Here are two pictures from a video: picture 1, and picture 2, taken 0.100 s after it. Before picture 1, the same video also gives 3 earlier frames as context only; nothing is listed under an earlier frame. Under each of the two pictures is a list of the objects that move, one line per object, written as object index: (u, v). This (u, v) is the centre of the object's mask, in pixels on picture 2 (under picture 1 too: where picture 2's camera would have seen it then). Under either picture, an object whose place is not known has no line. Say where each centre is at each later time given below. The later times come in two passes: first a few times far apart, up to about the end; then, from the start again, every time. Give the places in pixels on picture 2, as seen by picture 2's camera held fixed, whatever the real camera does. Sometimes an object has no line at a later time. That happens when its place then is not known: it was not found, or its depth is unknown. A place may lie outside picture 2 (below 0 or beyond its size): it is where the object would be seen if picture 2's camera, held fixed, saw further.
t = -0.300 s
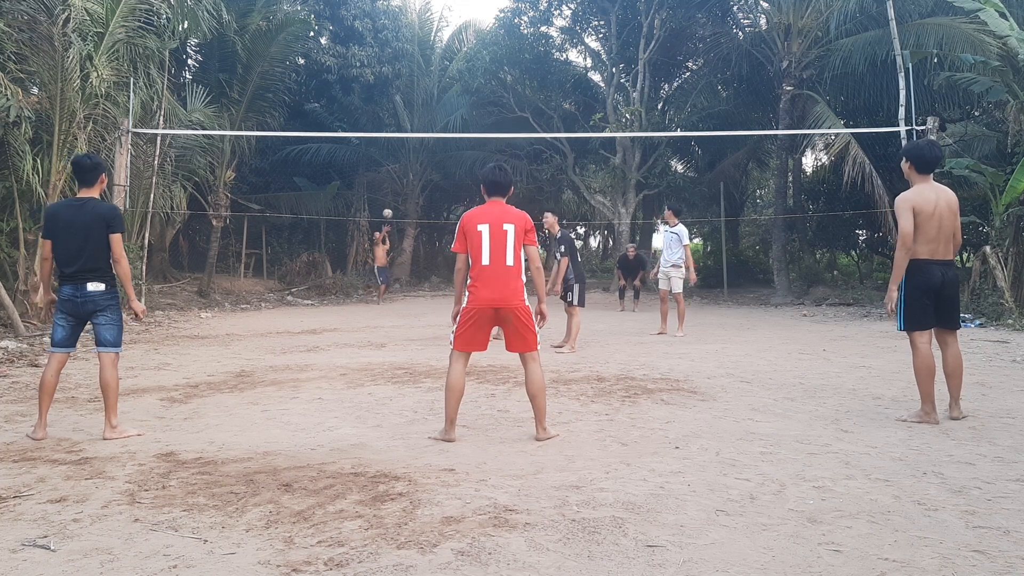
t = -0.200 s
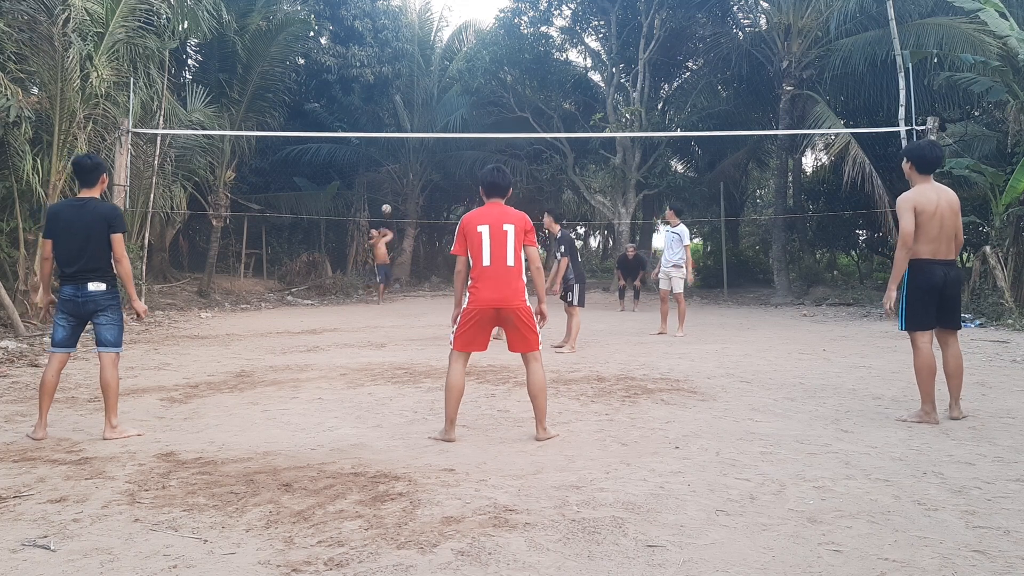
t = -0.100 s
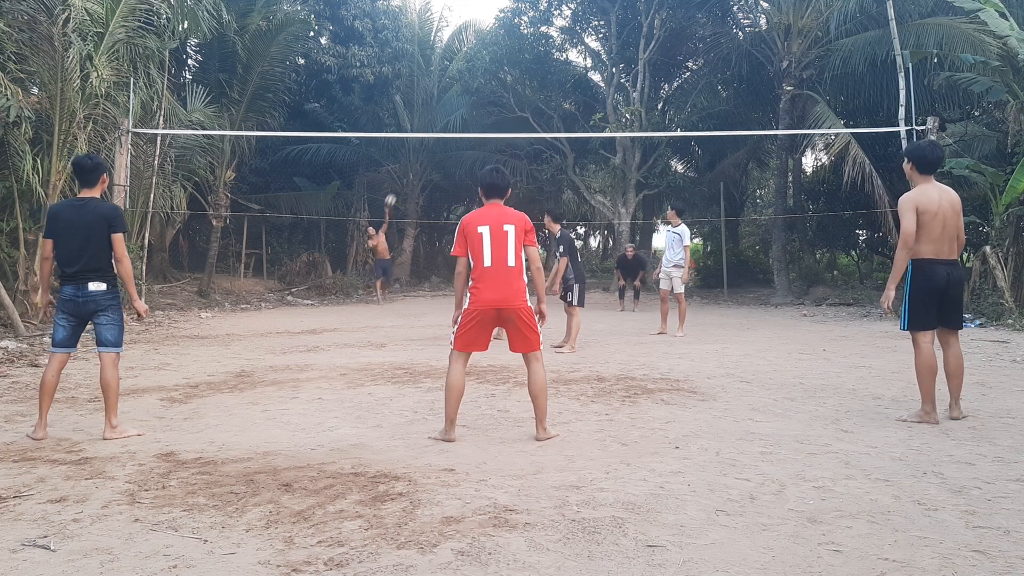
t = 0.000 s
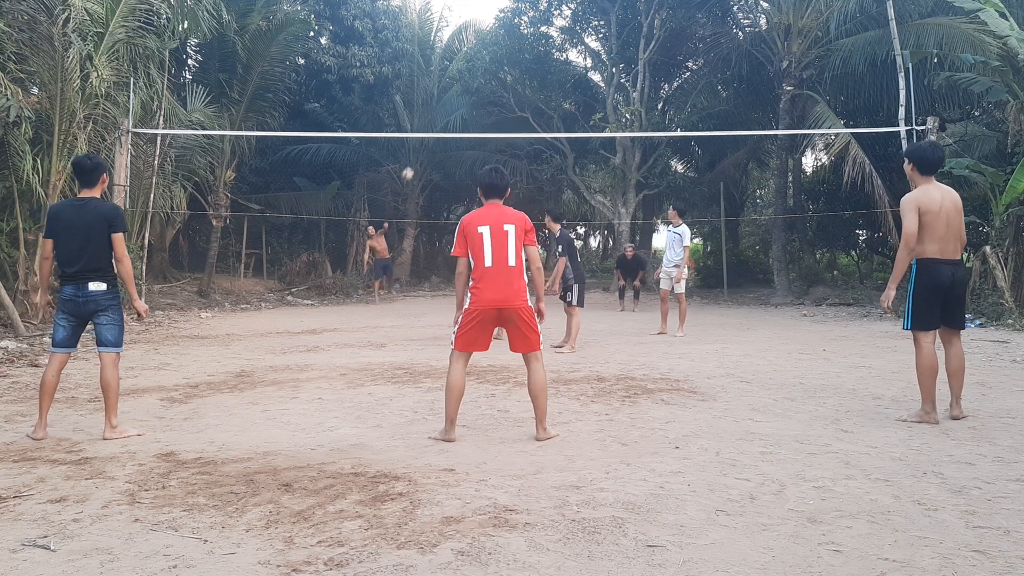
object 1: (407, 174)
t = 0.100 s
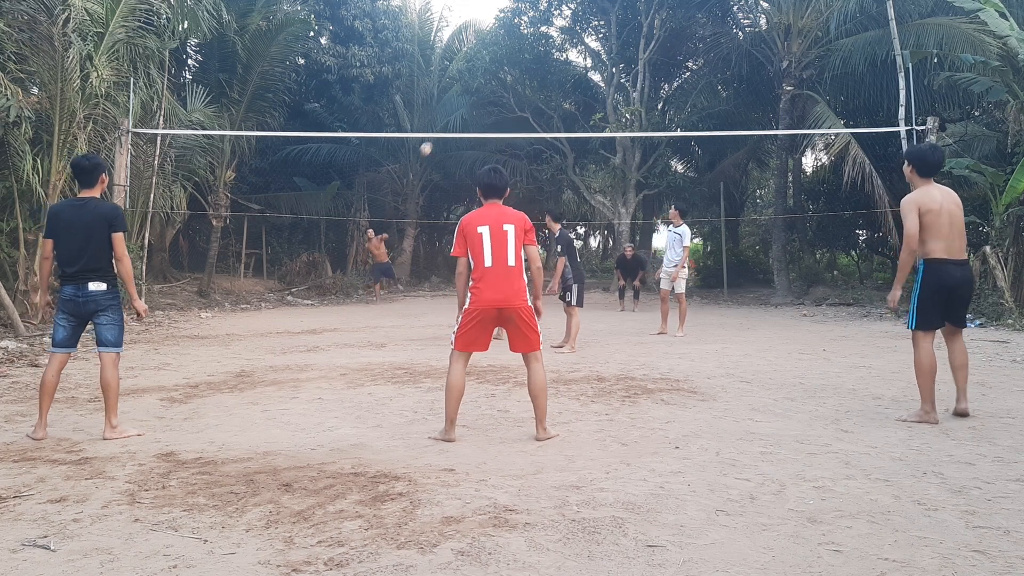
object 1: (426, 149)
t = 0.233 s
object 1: (454, 119)
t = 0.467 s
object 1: (520, 87)
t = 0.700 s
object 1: (617, 90)
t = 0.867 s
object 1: (718, 138)
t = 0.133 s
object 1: (432, 142)
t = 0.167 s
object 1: (440, 132)
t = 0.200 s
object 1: (446, 126)
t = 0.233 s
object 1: (454, 119)
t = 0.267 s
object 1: (461, 113)
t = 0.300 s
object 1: (470, 107)
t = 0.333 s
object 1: (479, 102)
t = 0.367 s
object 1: (488, 97)
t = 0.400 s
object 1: (498, 94)
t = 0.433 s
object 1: (508, 90)
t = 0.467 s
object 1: (520, 87)
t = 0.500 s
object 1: (531, 85)
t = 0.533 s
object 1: (543, 84)
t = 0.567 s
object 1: (556, 83)
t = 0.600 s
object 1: (570, 83)
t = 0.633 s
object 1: (585, 84)
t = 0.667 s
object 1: (600, 87)
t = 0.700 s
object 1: (617, 90)
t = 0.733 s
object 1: (634, 96)
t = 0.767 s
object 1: (653, 103)
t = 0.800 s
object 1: (673, 113)
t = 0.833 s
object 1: (694, 122)
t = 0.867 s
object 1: (718, 138)
